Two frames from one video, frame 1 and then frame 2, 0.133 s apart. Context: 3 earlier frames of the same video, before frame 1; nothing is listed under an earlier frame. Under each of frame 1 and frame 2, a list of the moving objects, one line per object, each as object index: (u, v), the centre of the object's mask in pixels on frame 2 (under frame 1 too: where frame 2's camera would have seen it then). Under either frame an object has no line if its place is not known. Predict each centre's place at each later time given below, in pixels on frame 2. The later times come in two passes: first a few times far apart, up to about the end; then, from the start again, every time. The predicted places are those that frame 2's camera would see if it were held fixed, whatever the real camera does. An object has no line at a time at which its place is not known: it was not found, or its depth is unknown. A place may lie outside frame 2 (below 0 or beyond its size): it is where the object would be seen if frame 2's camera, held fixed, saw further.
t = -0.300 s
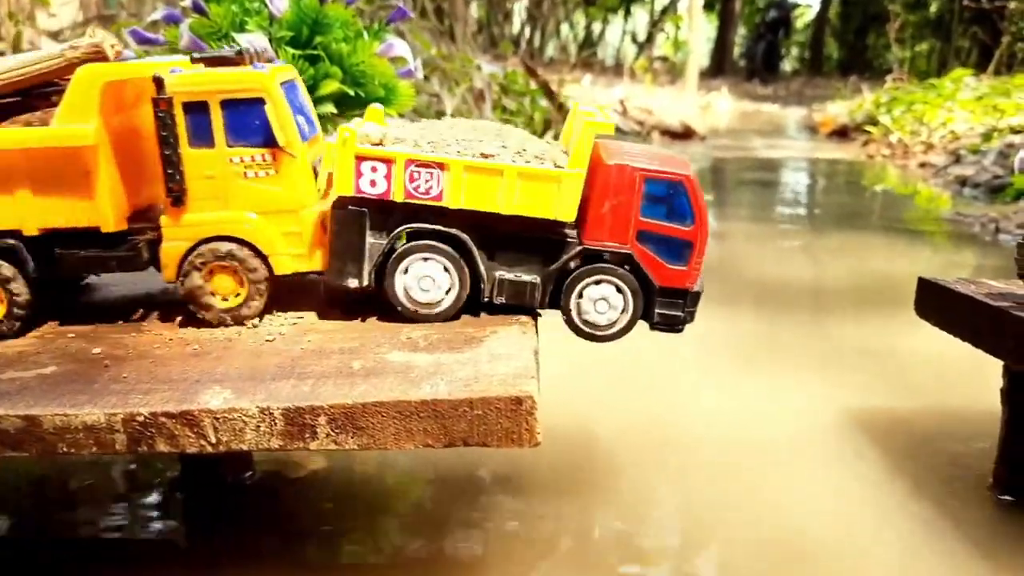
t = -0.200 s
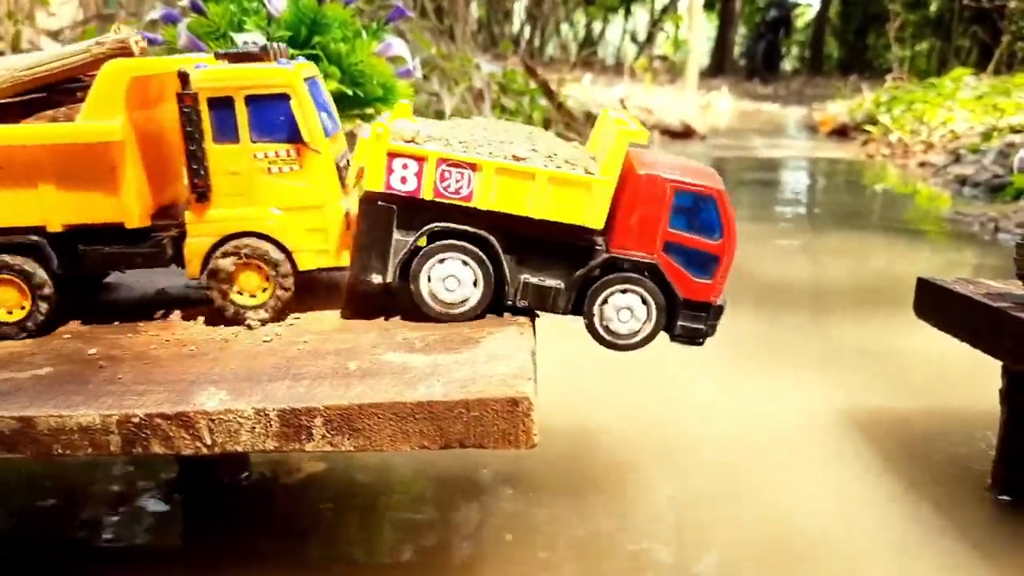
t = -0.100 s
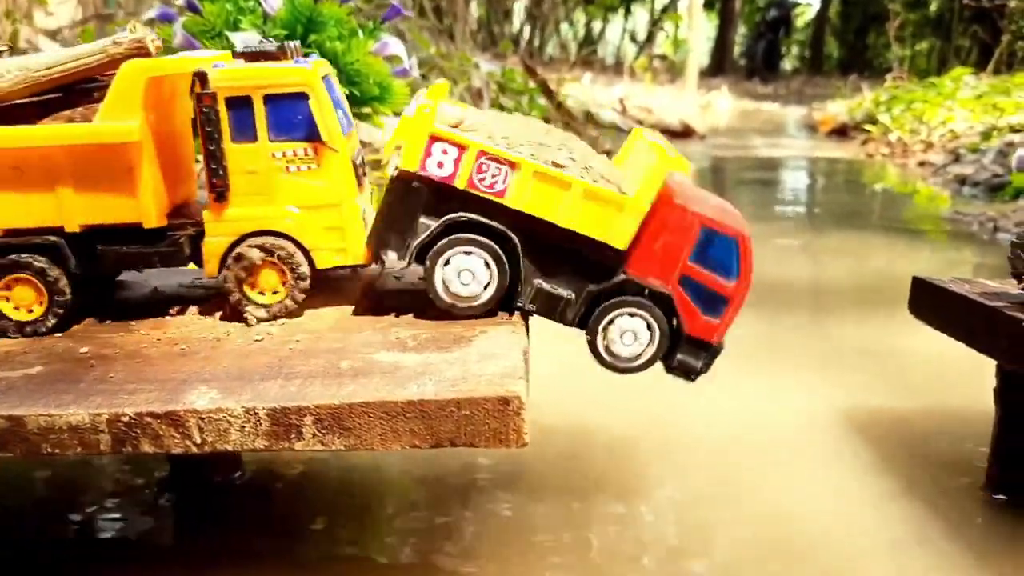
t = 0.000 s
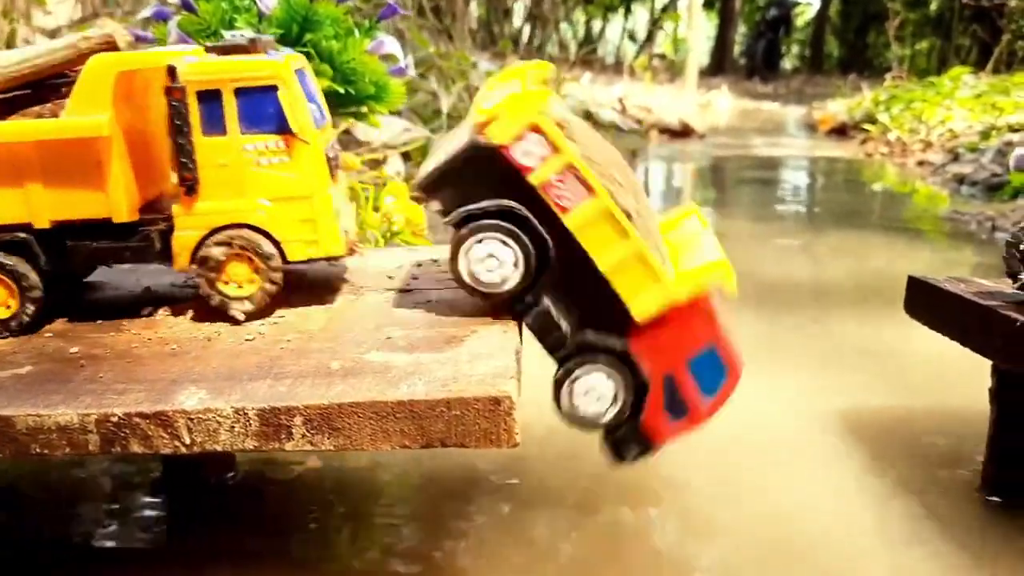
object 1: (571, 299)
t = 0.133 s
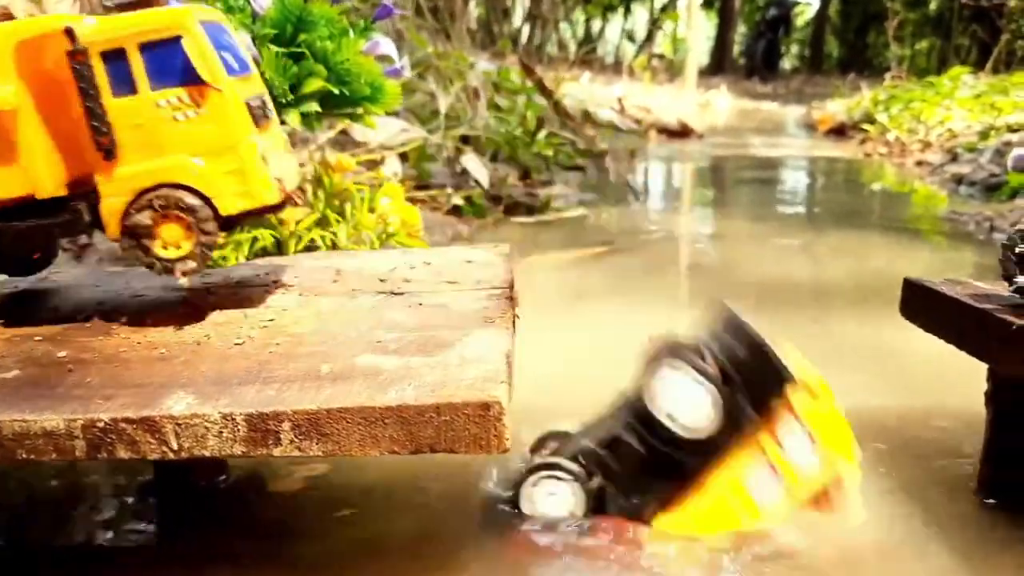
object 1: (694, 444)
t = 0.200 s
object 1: (714, 480)
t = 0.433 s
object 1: (759, 464)
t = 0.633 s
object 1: (736, 454)
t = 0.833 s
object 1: (723, 427)
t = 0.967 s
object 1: (715, 415)
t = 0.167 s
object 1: (702, 469)
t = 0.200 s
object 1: (714, 480)
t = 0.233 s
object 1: (737, 482)
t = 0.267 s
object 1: (739, 472)
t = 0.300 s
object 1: (743, 468)
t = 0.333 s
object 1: (747, 465)
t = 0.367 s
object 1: (753, 464)
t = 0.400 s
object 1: (759, 463)
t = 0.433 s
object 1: (759, 464)
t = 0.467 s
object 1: (755, 462)
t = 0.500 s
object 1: (751, 462)
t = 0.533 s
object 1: (747, 461)
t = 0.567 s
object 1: (746, 459)
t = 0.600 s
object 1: (740, 458)
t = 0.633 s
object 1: (736, 454)
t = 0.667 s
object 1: (735, 450)
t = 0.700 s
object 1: (731, 446)
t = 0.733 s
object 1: (729, 440)
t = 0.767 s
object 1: (726, 437)
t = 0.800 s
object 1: (725, 432)
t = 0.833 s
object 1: (723, 427)
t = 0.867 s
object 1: (719, 424)
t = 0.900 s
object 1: (718, 420)
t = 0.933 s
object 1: (717, 417)
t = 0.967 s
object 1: (715, 415)
